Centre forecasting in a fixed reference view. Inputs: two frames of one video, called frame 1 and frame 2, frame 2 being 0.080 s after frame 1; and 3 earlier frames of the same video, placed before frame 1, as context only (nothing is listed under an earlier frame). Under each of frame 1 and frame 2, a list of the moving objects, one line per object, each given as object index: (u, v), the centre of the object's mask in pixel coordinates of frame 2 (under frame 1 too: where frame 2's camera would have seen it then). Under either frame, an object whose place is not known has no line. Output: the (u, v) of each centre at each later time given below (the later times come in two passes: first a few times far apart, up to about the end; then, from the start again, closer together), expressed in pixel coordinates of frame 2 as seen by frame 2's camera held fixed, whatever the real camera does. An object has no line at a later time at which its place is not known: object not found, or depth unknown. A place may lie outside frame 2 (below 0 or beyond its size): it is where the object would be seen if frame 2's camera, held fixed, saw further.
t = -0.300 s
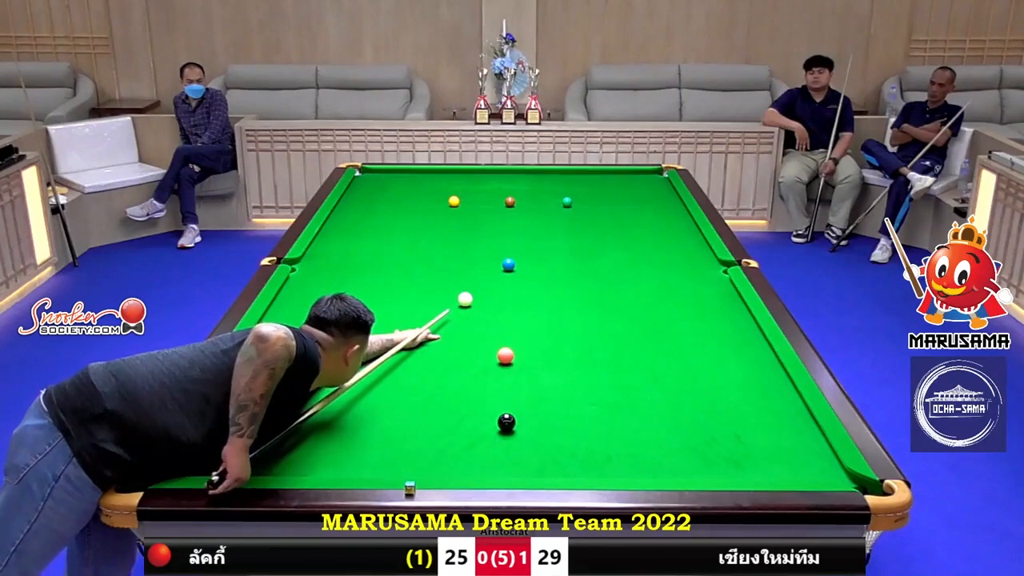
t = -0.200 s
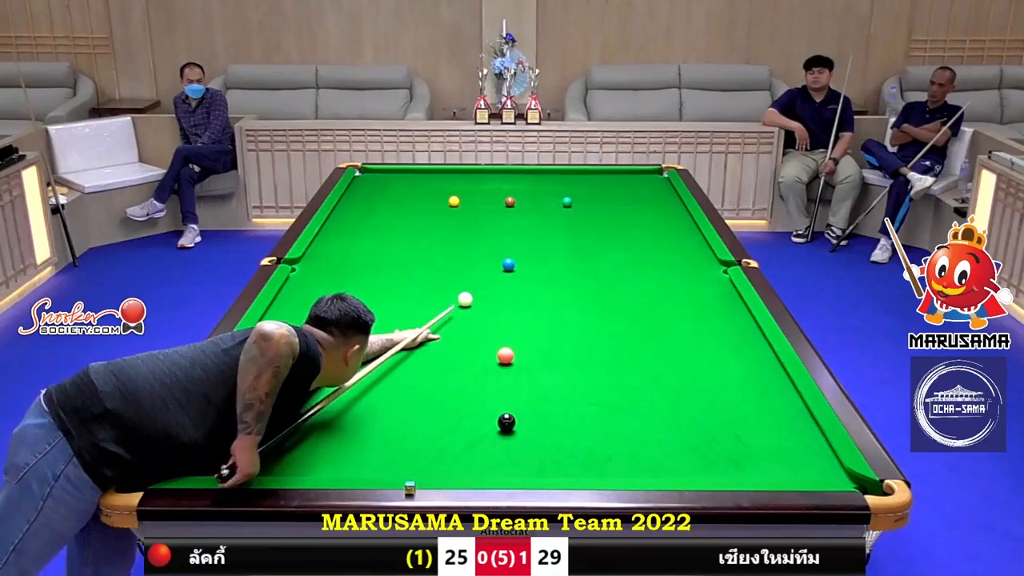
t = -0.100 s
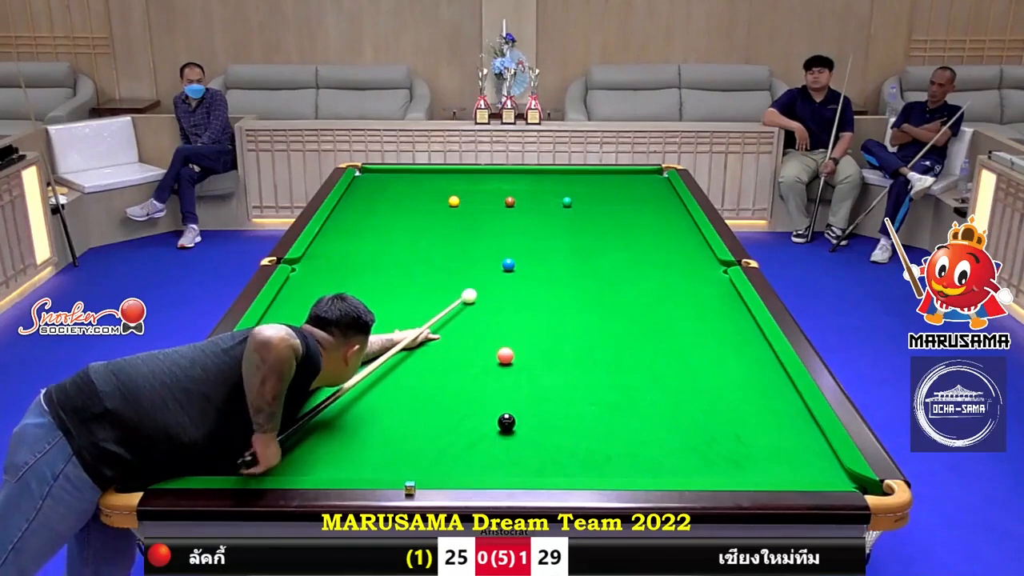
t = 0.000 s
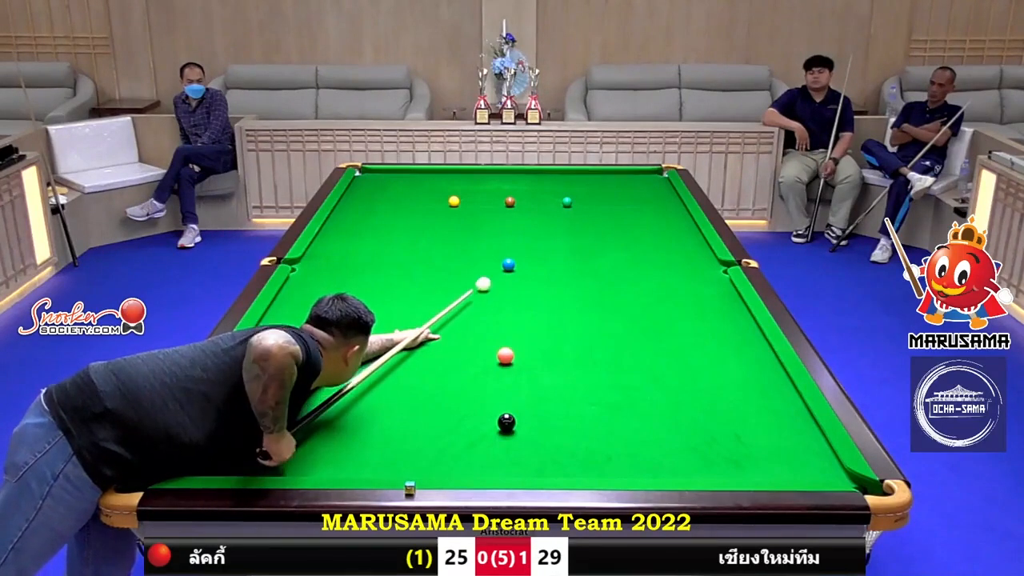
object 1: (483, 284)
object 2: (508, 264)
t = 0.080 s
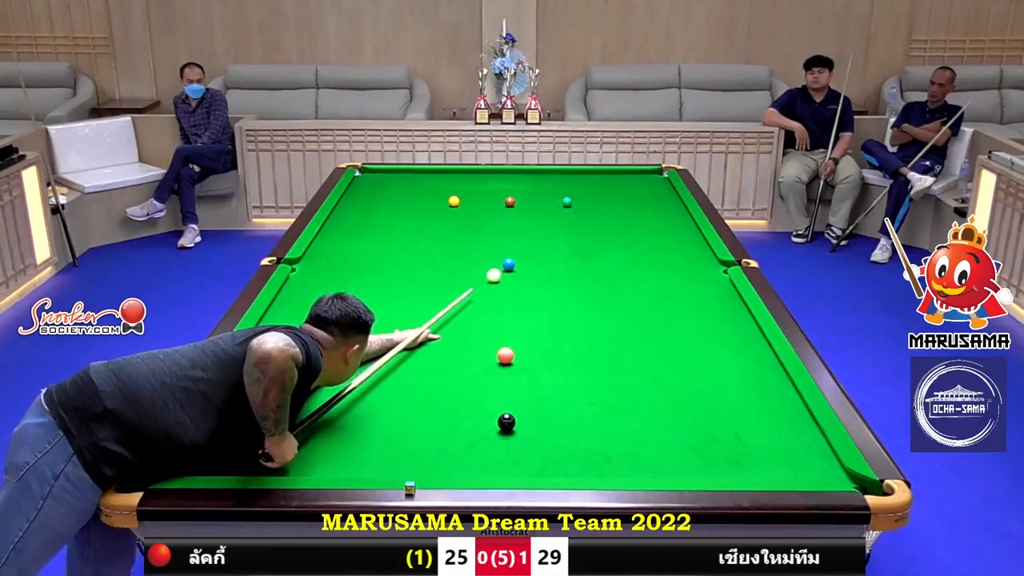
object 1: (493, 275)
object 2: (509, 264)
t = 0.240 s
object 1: (501, 266)
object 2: (520, 257)
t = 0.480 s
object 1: (503, 260)
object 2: (542, 243)
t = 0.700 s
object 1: (504, 255)
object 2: (559, 232)
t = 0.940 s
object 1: (506, 249)
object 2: (576, 222)
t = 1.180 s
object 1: (508, 244)
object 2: (592, 212)
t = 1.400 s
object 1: (509, 240)
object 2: (604, 204)
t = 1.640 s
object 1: (510, 236)
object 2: (617, 196)
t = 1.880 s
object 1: (511, 233)
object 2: (628, 188)
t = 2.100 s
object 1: (512, 230)
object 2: (637, 183)
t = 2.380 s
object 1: (513, 226)
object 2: (648, 175)
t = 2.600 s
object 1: (513, 224)
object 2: (659, 171)
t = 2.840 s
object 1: (514, 222)
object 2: (655, 171)
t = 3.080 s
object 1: (514, 220)
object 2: (648, 171)
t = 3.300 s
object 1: (514, 219)
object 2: (644, 172)
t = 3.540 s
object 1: (514, 218)
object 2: (640, 173)
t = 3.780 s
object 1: (514, 217)
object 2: (637, 174)
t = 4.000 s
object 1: (514, 216)
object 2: (634, 174)
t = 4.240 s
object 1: (515, 216)
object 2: (631, 174)
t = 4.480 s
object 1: (515, 216)
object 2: (630, 175)
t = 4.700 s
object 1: (515, 216)
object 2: (629, 175)
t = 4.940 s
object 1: (515, 216)
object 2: (628, 175)
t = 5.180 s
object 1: (515, 216)
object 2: (628, 175)
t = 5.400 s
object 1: (515, 216)
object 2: (628, 175)
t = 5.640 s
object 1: (515, 216)
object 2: (628, 175)
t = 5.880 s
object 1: (515, 216)
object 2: (628, 175)
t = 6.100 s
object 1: (515, 216)
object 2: (628, 175)
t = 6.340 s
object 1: (515, 216)
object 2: (628, 175)
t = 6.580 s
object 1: (515, 216)
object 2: (628, 175)
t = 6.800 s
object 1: (515, 216)
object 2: (628, 175)
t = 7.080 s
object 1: (515, 216)
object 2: (628, 175)
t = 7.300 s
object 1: (515, 216)
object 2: (628, 175)
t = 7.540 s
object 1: (515, 216)
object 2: (628, 175)
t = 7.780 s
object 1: (515, 216)
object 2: (628, 175)
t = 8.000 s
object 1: (515, 216)
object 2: (628, 175)
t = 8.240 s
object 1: (515, 216)
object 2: (628, 175)
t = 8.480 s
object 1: (515, 216)
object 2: (628, 175)
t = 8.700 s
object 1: (515, 216)
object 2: (628, 175)
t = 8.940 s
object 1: (515, 216)
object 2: (628, 175)
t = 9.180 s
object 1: (515, 216)
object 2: (628, 175)
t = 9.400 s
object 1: (515, 216)
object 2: (628, 175)
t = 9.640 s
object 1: (515, 216)
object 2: (628, 175)
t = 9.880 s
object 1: (515, 216)
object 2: (628, 175)
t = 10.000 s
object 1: (515, 216)
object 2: (628, 175)
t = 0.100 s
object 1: (496, 273)
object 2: (509, 264)
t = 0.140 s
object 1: (501, 269)
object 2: (510, 263)
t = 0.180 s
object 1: (502, 267)
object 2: (512, 261)
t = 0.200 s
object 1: (502, 267)
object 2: (515, 260)
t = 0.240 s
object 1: (501, 266)
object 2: (520, 257)
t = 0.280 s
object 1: (501, 266)
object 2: (524, 254)
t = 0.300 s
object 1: (501, 265)
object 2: (526, 253)
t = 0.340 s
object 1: (501, 264)
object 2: (530, 251)
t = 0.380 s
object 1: (502, 263)
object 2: (534, 248)
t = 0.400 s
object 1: (502, 262)
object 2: (536, 247)
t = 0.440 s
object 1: (502, 261)
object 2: (539, 245)
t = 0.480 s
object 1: (503, 260)
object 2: (542, 243)
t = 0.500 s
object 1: (503, 260)
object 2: (544, 242)
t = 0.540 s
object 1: (503, 259)
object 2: (547, 240)
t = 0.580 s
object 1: (503, 258)
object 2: (550, 238)
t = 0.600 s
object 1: (503, 257)
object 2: (552, 237)
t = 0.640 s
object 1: (504, 256)
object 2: (555, 235)
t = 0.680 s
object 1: (504, 255)
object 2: (558, 233)
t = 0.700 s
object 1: (504, 255)
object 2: (559, 232)
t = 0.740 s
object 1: (505, 254)
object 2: (562, 231)
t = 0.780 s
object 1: (505, 253)
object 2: (565, 229)
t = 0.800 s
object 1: (505, 252)
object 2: (567, 228)
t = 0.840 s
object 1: (505, 251)
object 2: (570, 226)
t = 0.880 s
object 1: (506, 251)
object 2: (572, 224)
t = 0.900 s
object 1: (506, 250)
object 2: (574, 223)
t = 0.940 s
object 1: (506, 249)
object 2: (576, 222)
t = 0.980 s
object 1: (506, 248)
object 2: (579, 220)
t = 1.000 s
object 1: (507, 248)
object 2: (580, 219)
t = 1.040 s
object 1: (507, 247)
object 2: (583, 217)
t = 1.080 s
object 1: (507, 246)
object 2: (585, 216)
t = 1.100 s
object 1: (507, 246)
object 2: (587, 215)
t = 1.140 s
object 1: (508, 245)
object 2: (589, 214)
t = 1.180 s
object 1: (508, 244)
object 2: (592, 212)
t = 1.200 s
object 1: (508, 244)
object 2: (593, 211)
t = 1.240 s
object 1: (508, 243)
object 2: (595, 210)
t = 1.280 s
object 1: (509, 242)
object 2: (597, 208)
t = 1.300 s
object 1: (509, 242)
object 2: (598, 208)
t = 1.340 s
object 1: (509, 241)
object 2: (601, 206)
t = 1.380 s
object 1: (509, 241)
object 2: (603, 205)
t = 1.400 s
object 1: (509, 240)
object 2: (604, 204)
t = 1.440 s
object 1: (509, 240)
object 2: (607, 202)
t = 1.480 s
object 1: (510, 239)
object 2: (609, 201)
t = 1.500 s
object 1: (510, 239)
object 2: (609, 200)
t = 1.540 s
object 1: (510, 238)
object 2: (612, 199)
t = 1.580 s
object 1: (510, 237)
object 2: (614, 198)
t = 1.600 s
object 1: (510, 237)
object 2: (615, 197)
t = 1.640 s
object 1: (510, 236)
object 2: (617, 196)
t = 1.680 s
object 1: (511, 236)
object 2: (618, 194)
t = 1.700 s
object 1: (511, 235)
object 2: (620, 194)
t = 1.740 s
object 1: (511, 235)
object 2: (621, 193)
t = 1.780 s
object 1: (511, 234)
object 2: (623, 191)
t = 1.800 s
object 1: (511, 234)
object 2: (624, 191)
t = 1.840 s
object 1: (511, 233)
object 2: (626, 190)
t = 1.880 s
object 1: (511, 233)
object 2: (628, 188)
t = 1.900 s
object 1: (511, 232)
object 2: (629, 188)
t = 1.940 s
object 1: (512, 232)
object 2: (630, 187)
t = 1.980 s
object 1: (512, 231)
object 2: (632, 186)
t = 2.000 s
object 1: (512, 231)
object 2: (633, 185)
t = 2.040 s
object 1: (512, 231)
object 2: (635, 184)
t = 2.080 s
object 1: (512, 230)
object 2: (637, 183)
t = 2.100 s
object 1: (512, 230)
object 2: (637, 183)
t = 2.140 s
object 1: (512, 229)
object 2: (639, 181)
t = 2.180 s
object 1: (512, 229)
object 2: (641, 180)
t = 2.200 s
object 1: (512, 228)
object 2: (641, 179)
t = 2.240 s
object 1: (512, 228)
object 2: (643, 178)
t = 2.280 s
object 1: (512, 228)
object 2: (644, 177)
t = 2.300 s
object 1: (513, 227)
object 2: (645, 177)
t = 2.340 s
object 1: (513, 227)
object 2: (647, 176)
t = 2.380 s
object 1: (513, 226)
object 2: (648, 175)
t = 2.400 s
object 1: (513, 226)
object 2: (649, 175)
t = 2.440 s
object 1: (513, 226)
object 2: (651, 173)
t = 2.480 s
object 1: (513, 225)
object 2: (652, 172)
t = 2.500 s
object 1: (513, 225)
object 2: (653, 172)
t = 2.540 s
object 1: (513, 225)
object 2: (654, 171)
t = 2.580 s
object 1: (513, 224)
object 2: (658, 171)
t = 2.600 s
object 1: (513, 224)
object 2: (659, 171)
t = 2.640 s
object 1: (513, 224)
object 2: (661, 171)
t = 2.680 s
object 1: (513, 223)
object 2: (661, 171)
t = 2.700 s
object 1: (513, 223)
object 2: (660, 171)
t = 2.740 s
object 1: (513, 223)
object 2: (659, 171)
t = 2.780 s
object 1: (514, 223)
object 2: (657, 171)
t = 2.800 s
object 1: (514, 222)
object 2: (656, 171)
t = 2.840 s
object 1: (514, 222)
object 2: (655, 171)
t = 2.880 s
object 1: (514, 222)
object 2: (653, 171)
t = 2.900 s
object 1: (514, 222)
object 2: (652, 171)
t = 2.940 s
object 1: (514, 221)
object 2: (652, 171)
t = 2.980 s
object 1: (514, 221)
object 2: (651, 171)
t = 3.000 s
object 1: (514, 221)
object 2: (651, 171)
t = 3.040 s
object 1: (514, 220)
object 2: (649, 171)
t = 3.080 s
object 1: (514, 220)
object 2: (648, 171)
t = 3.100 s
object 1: (514, 220)
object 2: (648, 172)
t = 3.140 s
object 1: (514, 220)
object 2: (648, 172)
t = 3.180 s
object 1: (514, 220)
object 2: (646, 172)
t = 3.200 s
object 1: (514, 219)
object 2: (646, 172)
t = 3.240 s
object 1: (514, 219)
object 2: (645, 172)
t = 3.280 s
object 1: (514, 219)
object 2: (645, 172)
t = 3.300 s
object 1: (514, 219)
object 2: (644, 172)
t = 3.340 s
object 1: (514, 219)
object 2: (644, 172)
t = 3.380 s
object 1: (514, 218)
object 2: (643, 173)
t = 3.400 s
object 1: (514, 218)
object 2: (643, 173)
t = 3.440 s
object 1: (514, 218)
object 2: (642, 173)
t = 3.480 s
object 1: (514, 218)
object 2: (641, 173)
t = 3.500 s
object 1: (514, 218)
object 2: (641, 173)
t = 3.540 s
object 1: (514, 218)
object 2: (640, 173)
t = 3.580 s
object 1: (514, 217)
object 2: (640, 173)
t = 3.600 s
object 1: (514, 217)
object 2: (639, 173)
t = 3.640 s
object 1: (514, 217)
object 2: (638, 173)
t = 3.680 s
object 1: (515, 217)
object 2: (638, 173)
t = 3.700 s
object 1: (515, 217)
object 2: (637, 174)
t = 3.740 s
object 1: (515, 217)
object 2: (637, 174)
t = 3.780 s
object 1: (514, 217)
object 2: (637, 174)
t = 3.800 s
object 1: (514, 217)
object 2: (636, 174)
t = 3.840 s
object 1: (515, 217)
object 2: (636, 174)
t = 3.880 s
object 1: (514, 216)
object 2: (635, 174)
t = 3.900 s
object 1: (514, 216)
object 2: (635, 174)
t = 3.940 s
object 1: (515, 216)
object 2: (635, 174)
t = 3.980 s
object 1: (514, 216)
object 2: (634, 174)
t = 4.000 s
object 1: (514, 216)
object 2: (634, 174)
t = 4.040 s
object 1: (514, 216)
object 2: (633, 174)
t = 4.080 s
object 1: (514, 216)
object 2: (633, 174)
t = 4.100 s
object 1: (514, 216)
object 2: (633, 174)
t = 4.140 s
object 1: (514, 216)
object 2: (632, 174)
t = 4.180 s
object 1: (515, 216)
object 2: (632, 174)
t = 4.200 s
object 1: (515, 216)
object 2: (632, 175)
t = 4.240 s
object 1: (515, 216)
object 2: (631, 174)
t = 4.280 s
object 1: (515, 216)
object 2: (631, 175)
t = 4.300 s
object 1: (515, 216)
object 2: (631, 175)
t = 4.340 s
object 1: (515, 216)
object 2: (631, 175)
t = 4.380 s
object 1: (515, 216)
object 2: (630, 175)
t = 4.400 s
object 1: (515, 216)
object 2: (630, 175)
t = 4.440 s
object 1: (515, 216)
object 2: (630, 175)
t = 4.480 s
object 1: (515, 216)
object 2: (630, 175)
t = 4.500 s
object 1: (515, 216)
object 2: (630, 175)
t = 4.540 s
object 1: (515, 216)
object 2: (629, 175)
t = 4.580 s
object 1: (515, 216)
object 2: (629, 175)
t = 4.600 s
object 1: (515, 216)
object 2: (629, 175)
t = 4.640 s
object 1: (515, 216)
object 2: (629, 175)
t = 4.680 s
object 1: (515, 216)
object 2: (629, 175)
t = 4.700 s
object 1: (515, 216)
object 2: (629, 175)
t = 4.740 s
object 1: (515, 216)
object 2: (628, 175)
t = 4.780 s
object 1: (515, 216)
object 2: (628, 175)
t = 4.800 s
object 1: (515, 216)
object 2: (628, 175)
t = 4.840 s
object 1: (515, 216)
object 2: (628, 175)
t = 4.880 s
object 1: (515, 216)
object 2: (628, 175)
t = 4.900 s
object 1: (515, 216)
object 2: (628, 175)
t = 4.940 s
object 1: (515, 216)
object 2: (628, 175)
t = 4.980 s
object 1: (515, 216)
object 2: (628, 175)
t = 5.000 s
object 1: (515, 216)
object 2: (628, 175)
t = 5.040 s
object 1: (515, 216)
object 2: (628, 175)
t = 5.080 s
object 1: (515, 216)
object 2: (628, 175)
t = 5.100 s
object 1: (515, 216)
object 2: (628, 175)
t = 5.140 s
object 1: (515, 216)
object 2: (628, 175)
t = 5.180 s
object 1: (515, 216)
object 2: (628, 175)
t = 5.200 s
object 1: (515, 216)
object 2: (628, 175)
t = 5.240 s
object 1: (515, 216)
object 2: (628, 175)
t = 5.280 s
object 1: (515, 216)
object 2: (628, 175)
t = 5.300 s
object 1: (515, 216)
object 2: (628, 175)
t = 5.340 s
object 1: (515, 216)
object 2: (628, 175)
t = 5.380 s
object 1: (515, 216)
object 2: (628, 175)
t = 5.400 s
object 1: (515, 216)
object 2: (628, 175)
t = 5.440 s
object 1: (515, 216)
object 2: (628, 175)
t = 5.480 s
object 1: (515, 216)
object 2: (628, 175)
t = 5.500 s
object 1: (515, 216)
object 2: (628, 175)
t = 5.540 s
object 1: (515, 216)
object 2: (628, 175)
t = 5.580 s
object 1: (515, 216)
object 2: (628, 175)
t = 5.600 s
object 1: (515, 216)
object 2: (628, 175)
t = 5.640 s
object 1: (515, 216)
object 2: (628, 175)
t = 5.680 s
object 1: (515, 216)
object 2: (628, 175)
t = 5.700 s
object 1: (515, 216)
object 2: (628, 175)
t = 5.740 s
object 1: (515, 216)
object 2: (628, 175)
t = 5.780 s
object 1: (515, 216)
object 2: (628, 175)
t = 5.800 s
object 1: (515, 216)
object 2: (628, 175)
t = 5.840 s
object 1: (515, 216)
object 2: (628, 175)
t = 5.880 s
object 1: (515, 216)
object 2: (628, 175)
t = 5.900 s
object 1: (515, 216)
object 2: (628, 175)
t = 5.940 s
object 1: (515, 216)
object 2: (628, 175)
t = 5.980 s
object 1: (515, 216)
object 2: (628, 175)
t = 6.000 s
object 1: (515, 216)
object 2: (628, 175)
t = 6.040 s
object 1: (515, 216)
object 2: (628, 175)
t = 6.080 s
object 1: (515, 216)
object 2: (628, 175)
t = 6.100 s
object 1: (515, 216)
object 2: (628, 175)
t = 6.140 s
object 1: (515, 216)
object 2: (628, 175)
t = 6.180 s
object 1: (515, 216)
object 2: (628, 175)
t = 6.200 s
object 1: (515, 216)
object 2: (628, 175)
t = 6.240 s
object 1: (515, 216)
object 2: (628, 175)
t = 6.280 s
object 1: (515, 216)
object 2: (628, 175)
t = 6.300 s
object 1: (515, 216)
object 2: (628, 175)
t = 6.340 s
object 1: (515, 216)
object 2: (628, 175)
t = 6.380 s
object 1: (515, 216)
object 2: (628, 175)
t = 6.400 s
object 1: (515, 216)
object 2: (628, 175)
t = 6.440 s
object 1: (515, 216)
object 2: (628, 175)
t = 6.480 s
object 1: (515, 216)
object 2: (628, 175)
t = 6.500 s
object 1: (515, 216)
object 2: (628, 175)
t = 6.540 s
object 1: (515, 216)
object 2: (628, 175)
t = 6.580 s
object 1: (515, 216)
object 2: (628, 175)
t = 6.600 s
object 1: (515, 216)
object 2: (628, 175)
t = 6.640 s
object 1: (515, 216)
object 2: (628, 175)
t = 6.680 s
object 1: (515, 216)
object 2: (628, 175)
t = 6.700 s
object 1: (515, 216)
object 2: (628, 175)
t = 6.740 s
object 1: (515, 216)
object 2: (628, 175)
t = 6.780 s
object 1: (515, 216)
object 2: (628, 175)
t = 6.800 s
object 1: (515, 216)
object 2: (628, 175)
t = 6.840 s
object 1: (515, 216)
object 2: (628, 175)
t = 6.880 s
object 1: (515, 216)
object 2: (628, 175)
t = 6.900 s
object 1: (515, 216)
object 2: (628, 175)
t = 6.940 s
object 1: (515, 216)
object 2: (628, 175)
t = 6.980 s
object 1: (515, 216)
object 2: (628, 175)
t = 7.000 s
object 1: (515, 216)
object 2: (628, 175)
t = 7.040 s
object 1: (515, 216)
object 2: (628, 175)
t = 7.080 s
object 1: (515, 216)
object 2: (628, 175)
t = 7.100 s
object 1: (515, 216)
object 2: (628, 175)
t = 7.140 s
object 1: (515, 216)
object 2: (628, 175)
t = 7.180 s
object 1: (515, 216)
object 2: (628, 175)
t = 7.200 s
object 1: (515, 216)
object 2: (628, 175)
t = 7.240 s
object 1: (515, 216)
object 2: (628, 175)
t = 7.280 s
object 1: (515, 216)
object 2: (628, 175)
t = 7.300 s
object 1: (515, 216)
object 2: (628, 175)
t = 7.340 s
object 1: (515, 216)
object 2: (628, 175)
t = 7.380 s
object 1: (515, 216)
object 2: (628, 175)
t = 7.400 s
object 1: (515, 216)
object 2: (628, 175)
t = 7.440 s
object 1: (515, 216)
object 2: (628, 175)
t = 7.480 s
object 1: (515, 216)
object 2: (628, 175)
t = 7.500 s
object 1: (515, 216)
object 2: (628, 175)
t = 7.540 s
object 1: (515, 216)
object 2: (628, 175)
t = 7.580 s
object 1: (515, 216)
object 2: (628, 175)
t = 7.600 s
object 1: (515, 216)
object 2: (628, 175)
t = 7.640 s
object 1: (515, 216)
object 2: (628, 175)
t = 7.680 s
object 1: (515, 216)
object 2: (628, 175)
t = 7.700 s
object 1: (515, 216)
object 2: (628, 175)
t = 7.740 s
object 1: (515, 216)
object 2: (628, 175)
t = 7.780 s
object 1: (515, 216)
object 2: (628, 175)
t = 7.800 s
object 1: (515, 216)
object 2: (628, 175)
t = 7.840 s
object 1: (515, 216)
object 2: (628, 175)
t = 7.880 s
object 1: (515, 216)
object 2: (628, 175)
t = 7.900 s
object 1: (515, 216)
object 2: (628, 175)
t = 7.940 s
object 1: (515, 216)
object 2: (628, 175)
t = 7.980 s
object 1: (515, 216)
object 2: (628, 175)
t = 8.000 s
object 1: (515, 216)
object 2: (628, 175)
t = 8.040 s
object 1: (515, 216)
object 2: (628, 175)
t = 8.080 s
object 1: (515, 216)
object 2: (628, 175)
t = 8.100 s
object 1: (515, 216)
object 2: (628, 175)
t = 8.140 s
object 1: (515, 216)
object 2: (628, 175)
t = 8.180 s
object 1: (515, 216)
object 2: (628, 175)
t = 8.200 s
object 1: (515, 216)
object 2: (628, 175)
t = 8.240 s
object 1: (515, 216)
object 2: (628, 175)
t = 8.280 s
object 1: (515, 216)
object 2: (628, 175)
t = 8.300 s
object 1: (515, 216)
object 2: (628, 175)
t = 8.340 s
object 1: (515, 216)
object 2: (628, 175)
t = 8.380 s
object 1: (515, 216)
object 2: (628, 175)
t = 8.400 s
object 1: (515, 216)
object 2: (628, 175)
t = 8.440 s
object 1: (515, 216)
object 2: (628, 175)
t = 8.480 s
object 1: (515, 216)
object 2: (628, 175)
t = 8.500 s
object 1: (515, 216)
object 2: (628, 175)
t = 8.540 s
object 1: (515, 216)
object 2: (628, 175)
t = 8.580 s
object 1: (515, 216)
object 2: (628, 175)
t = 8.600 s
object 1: (515, 216)
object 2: (628, 175)
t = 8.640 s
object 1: (515, 216)
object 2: (628, 175)
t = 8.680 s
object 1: (515, 216)
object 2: (628, 175)
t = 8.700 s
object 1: (515, 216)
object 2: (628, 175)
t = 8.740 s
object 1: (515, 216)
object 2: (628, 175)
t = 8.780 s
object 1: (515, 216)
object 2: (628, 175)
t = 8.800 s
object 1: (515, 216)
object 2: (628, 175)
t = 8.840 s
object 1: (515, 216)
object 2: (628, 175)
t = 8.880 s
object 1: (515, 216)
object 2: (628, 175)
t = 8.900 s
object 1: (515, 216)
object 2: (628, 175)
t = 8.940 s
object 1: (515, 216)
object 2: (628, 175)
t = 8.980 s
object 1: (515, 216)
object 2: (628, 175)
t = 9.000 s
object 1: (515, 216)
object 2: (628, 175)
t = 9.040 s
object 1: (515, 216)
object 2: (628, 175)
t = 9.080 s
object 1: (515, 216)
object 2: (628, 175)
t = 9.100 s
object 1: (515, 216)
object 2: (628, 175)
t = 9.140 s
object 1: (515, 216)
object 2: (628, 175)
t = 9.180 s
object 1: (515, 216)
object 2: (628, 175)
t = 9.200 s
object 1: (515, 216)
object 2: (628, 175)
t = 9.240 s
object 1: (515, 216)
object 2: (628, 175)
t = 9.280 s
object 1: (515, 216)
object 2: (628, 175)
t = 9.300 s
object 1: (515, 216)
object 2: (628, 175)
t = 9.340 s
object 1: (515, 216)
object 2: (628, 175)
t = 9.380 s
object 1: (515, 216)
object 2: (628, 175)
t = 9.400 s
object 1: (515, 216)
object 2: (628, 175)
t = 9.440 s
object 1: (515, 216)
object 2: (628, 175)
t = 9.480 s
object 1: (515, 216)
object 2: (628, 175)
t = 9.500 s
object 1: (515, 216)
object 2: (628, 175)
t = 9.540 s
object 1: (515, 216)
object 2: (628, 175)
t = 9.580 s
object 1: (515, 216)
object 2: (628, 175)
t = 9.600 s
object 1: (515, 216)
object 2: (628, 175)
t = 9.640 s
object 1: (515, 216)
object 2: (628, 175)
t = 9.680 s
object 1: (515, 216)
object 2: (628, 175)
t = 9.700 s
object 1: (515, 216)
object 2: (628, 175)
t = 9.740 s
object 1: (515, 216)
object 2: (628, 175)
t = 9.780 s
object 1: (515, 216)
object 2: (628, 175)
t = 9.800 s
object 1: (515, 216)
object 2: (628, 175)
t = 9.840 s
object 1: (515, 216)
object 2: (628, 175)
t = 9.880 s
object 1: (515, 216)
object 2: (628, 175)
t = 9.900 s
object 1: (515, 216)
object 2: (628, 175)
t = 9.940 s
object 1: (515, 216)
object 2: (628, 175)
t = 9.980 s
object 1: (515, 216)
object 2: (628, 175)
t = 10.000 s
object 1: (515, 216)
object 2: (628, 175)
